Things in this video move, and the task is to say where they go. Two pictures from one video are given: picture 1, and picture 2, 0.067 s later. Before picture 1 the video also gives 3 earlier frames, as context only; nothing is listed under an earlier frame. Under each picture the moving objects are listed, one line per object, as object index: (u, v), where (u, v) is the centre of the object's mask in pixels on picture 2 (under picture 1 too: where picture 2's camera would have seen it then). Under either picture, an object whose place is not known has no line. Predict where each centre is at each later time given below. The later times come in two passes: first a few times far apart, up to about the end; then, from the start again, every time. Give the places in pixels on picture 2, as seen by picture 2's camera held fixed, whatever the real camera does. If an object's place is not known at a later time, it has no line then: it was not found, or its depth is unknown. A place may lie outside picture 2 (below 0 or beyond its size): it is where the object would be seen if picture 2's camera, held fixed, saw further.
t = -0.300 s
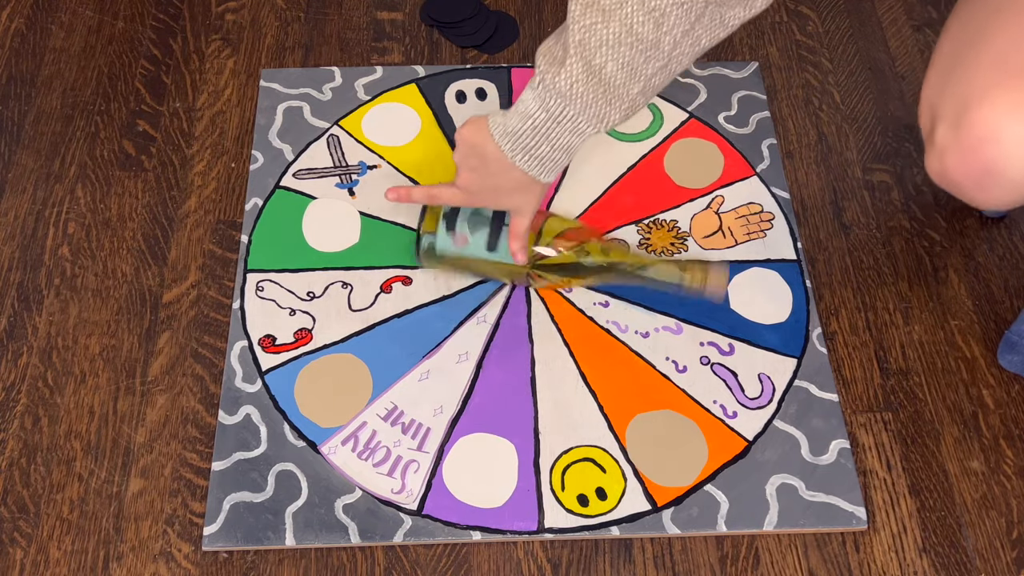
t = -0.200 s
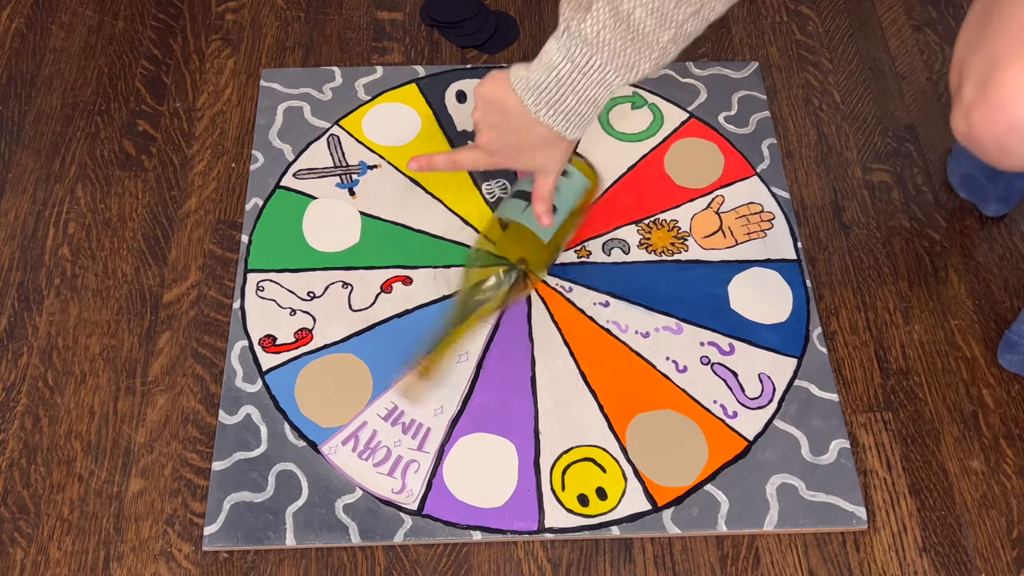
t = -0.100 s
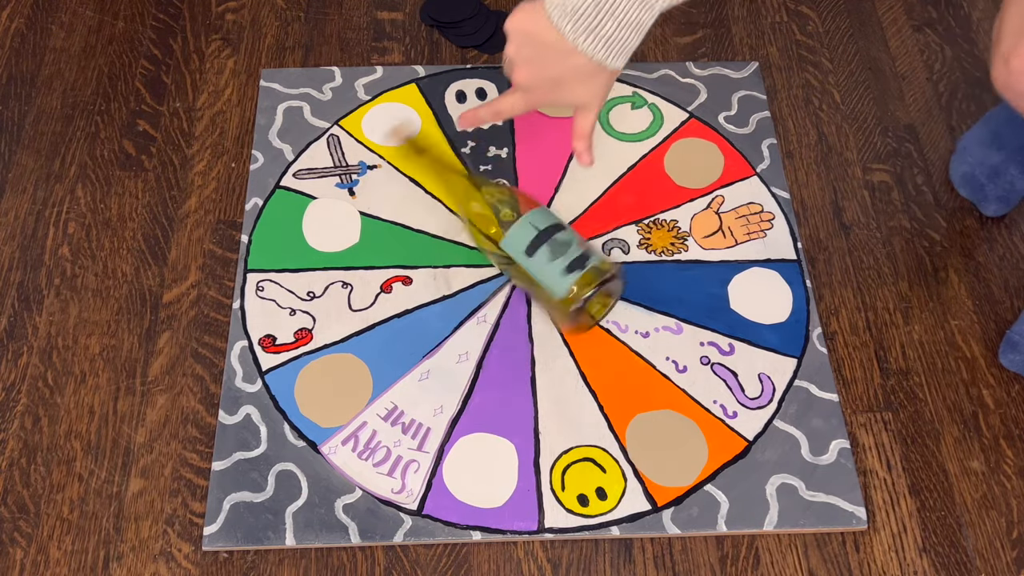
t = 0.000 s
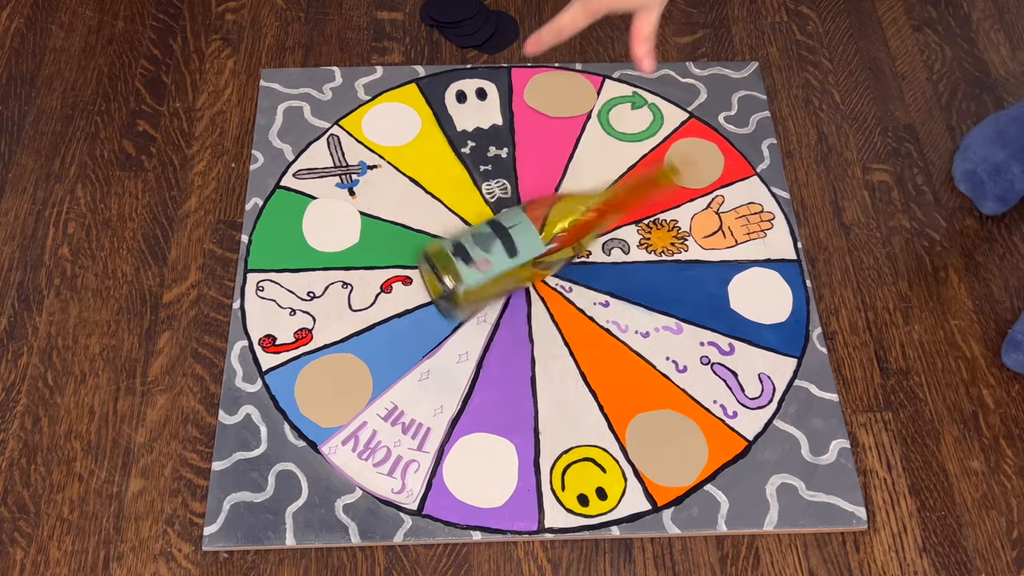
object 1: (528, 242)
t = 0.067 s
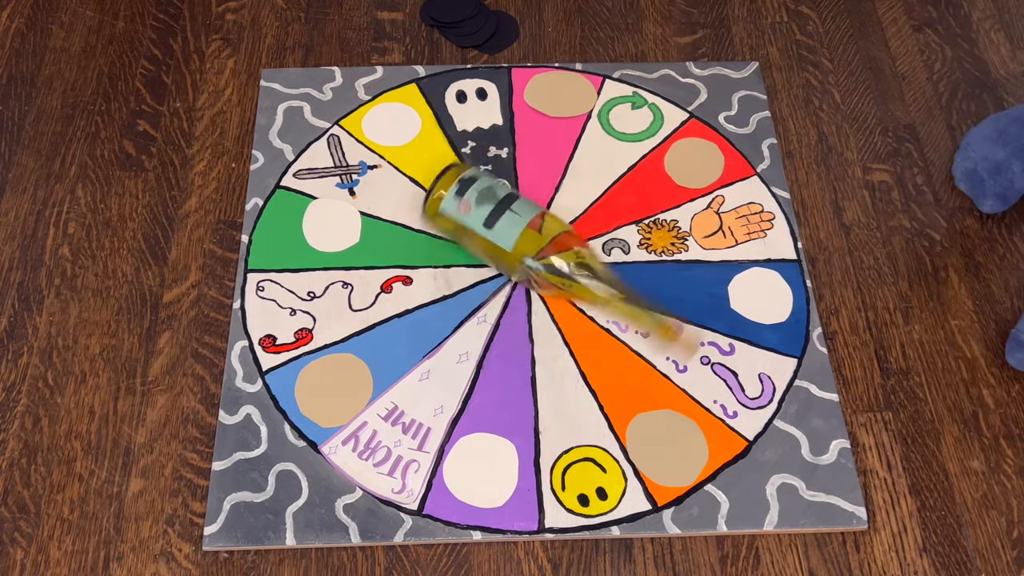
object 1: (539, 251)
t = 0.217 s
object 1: (508, 241)
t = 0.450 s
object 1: (538, 250)
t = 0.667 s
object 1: (521, 239)
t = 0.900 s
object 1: (537, 251)
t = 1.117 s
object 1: (514, 240)
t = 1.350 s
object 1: (537, 241)
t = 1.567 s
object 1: (514, 251)
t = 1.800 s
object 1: (526, 247)
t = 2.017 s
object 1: (540, 251)
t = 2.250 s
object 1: (513, 246)
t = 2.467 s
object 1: (526, 246)
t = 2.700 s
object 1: (538, 244)
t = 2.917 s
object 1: (522, 258)
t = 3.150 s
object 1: (512, 242)
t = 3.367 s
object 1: (527, 244)
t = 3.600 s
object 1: (523, 246)
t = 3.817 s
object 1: (526, 242)
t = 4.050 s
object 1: (527, 242)
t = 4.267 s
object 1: (527, 242)
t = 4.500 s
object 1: (527, 242)
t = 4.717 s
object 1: (527, 242)
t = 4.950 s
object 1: (527, 242)
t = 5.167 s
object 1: (527, 242)
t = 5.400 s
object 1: (527, 241)
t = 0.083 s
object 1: (533, 250)
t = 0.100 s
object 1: (527, 247)
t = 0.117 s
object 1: (523, 250)
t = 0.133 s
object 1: (517, 254)
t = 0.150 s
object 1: (514, 250)
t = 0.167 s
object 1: (508, 251)
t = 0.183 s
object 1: (506, 247)
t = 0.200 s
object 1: (509, 242)
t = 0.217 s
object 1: (508, 241)
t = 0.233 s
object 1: (516, 240)
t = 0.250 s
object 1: (524, 242)
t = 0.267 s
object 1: (525, 244)
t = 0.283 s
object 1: (525, 242)
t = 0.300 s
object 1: (526, 245)
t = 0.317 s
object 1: (526, 252)
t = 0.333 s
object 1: (523, 249)
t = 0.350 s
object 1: (523, 246)
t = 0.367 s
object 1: (527, 241)
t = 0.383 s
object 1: (531, 239)
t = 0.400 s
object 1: (533, 239)
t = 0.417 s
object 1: (538, 242)
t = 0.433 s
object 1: (544, 248)
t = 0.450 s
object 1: (538, 250)
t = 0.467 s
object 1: (532, 248)
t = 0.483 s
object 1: (533, 256)
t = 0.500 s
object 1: (526, 249)
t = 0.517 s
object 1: (523, 257)
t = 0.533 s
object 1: (519, 252)
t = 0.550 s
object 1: (516, 250)
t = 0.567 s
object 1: (512, 252)
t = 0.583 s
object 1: (512, 247)
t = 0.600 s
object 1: (512, 244)
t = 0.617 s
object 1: (510, 243)
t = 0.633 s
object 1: (514, 241)
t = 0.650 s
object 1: (520, 240)
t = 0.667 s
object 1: (521, 239)
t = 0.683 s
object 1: (528, 244)
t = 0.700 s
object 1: (528, 243)
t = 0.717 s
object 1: (528, 244)
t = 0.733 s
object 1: (527, 249)
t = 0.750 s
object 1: (525, 249)
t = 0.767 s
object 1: (525, 247)
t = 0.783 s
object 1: (525, 245)
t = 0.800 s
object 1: (530, 241)
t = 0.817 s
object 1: (528, 241)
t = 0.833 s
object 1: (536, 240)
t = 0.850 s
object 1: (537, 242)
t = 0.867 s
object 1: (541, 246)
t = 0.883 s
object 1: (542, 250)
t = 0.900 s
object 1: (537, 251)
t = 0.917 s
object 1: (531, 250)
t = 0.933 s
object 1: (533, 260)
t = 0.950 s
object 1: (526, 254)
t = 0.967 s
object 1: (522, 255)
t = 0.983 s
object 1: (520, 258)
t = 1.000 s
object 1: (517, 255)
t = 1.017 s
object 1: (515, 252)
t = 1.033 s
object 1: (511, 252)
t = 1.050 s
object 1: (510, 248)
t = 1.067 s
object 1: (511, 245)
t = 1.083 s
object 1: (511, 243)
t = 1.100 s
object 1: (511, 242)
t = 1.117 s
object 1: (514, 240)
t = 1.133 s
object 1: (520, 241)
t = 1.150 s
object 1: (523, 242)
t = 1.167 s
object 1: (525, 243)
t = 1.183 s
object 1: (525, 243)
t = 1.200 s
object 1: (526, 245)
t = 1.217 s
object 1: (526, 245)
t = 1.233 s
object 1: (525, 251)
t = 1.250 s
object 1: (523, 251)
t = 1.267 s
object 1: (523, 247)
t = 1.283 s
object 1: (523, 245)
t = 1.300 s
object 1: (525, 242)
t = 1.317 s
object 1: (525, 242)
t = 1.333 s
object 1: (532, 240)
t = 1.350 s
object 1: (537, 241)
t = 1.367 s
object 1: (538, 243)
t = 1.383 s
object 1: (541, 246)
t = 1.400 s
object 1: (543, 249)
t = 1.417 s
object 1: (539, 249)
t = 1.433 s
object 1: (538, 252)
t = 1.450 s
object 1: (533, 252)
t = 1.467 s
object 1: (533, 257)
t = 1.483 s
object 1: (528, 253)
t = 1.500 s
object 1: (525, 255)
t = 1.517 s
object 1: (522, 257)
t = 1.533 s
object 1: (520, 254)
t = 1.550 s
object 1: (517, 251)
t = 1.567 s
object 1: (514, 251)
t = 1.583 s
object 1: (511, 251)
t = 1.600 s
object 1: (511, 248)
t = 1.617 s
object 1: (513, 245)
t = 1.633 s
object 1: (513, 244)
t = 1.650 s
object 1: (510, 243)
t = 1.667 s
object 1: (513, 241)
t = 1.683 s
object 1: (516, 240)
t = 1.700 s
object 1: (521, 240)
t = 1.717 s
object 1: (523, 240)
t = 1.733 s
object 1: (525, 243)
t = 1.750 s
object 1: (525, 242)
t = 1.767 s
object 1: (525, 242)
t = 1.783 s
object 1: (526, 245)
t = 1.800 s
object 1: (526, 247)
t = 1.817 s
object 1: (525, 248)
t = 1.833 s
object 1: (524, 247)
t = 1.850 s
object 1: (523, 246)
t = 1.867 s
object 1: (524, 245)
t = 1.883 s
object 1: (526, 243)
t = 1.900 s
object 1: (529, 240)
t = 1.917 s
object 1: (527, 242)
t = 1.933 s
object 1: (533, 240)
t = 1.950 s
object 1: (538, 241)
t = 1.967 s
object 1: (538, 243)
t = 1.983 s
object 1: (539, 246)
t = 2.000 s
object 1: (541, 250)
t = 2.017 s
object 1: (540, 251)
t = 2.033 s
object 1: (537, 251)
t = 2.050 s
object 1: (533, 251)
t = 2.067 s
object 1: (534, 257)
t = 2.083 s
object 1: (531, 257)
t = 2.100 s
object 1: (529, 256)
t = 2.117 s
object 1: (526, 256)
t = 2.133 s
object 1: (524, 259)
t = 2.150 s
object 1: (520, 259)
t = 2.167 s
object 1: (519, 255)
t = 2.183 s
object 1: (517, 252)
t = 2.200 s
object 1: (515, 252)
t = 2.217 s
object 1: (513, 251)
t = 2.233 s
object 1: (512, 248)
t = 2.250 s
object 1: (513, 246)
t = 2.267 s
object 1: (512, 244)
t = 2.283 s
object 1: (512, 243)
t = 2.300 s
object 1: (511, 243)
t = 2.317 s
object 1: (514, 241)
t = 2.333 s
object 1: (518, 240)
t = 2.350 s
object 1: (519, 240)
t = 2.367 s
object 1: (522, 240)
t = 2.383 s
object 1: (521, 240)
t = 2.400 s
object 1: (525, 242)
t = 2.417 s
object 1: (526, 243)
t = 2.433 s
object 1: (525, 243)
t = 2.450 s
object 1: (527, 245)
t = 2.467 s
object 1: (526, 246)
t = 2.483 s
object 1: (526, 245)
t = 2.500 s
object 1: (525, 246)
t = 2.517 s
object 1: (524, 247)
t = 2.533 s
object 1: (524, 246)
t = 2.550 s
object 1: (523, 245)
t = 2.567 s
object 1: (524, 244)
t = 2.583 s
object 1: (526, 242)
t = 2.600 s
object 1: (528, 240)
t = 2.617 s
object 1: (530, 240)
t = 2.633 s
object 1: (533, 240)
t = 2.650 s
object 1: (535, 241)
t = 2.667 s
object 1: (538, 242)
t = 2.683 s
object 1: (537, 243)
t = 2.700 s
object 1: (538, 244)
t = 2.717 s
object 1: (540, 246)
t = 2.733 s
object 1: (541, 248)
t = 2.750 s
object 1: (539, 248)
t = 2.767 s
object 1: (538, 249)
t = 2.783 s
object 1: (536, 250)
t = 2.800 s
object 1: (533, 250)
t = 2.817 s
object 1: (534, 255)
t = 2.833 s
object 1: (533, 258)
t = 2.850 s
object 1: (530, 255)
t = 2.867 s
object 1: (528, 256)
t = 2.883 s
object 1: (526, 257)
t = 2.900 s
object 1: (524, 258)
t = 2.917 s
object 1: (522, 258)
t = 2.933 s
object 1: (520, 258)
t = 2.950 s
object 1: (519, 256)
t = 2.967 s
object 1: (519, 252)
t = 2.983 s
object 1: (517, 253)
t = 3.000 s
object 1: (515, 252)
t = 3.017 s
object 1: (513, 252)
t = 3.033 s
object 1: (513, 250)
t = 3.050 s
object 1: (512, 249)
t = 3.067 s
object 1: (512, 247)
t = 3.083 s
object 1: (513, 246)
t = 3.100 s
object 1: (512, 245)
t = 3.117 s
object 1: (513, 244)
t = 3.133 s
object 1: (512, 243)
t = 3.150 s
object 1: (512, 242)
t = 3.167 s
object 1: (514, 241)
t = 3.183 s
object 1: (514, 241)
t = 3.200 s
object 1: (517, 240)
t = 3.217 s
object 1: (519, 240)
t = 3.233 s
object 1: (520, 240)
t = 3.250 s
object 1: (522, 240)
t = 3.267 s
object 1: (523, 240)
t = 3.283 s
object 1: (523, 241)
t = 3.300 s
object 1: (524, 242)
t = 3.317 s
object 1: (526, 243)
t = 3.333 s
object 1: (526, 243)
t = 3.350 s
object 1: (526, 243)
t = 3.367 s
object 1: (527, 244)
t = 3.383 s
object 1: (526, 244)
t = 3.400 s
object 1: (527, 246)
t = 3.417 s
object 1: (526, 246)
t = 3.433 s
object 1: (526, 247)
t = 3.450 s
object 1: (526, 247)
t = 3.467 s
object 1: (526, 247)
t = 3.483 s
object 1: (525, 247)
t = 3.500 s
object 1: (525, 247)
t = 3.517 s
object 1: (525, 248)
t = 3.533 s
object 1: (524, 247)
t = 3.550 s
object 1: (524, 247)
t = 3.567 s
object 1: (524, 246)
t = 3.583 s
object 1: (524, 246)
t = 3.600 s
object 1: (523, 246)
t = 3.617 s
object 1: (523, 246)
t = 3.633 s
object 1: (524, 245)
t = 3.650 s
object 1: (523, 245)
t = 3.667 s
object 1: (524, 244)
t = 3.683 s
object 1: (523, 244)
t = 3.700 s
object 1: (524, 244)
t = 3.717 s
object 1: (524, 244)
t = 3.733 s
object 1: (524, 243)
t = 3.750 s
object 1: (525, 243)
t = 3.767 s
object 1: (525, 243)
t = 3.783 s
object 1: (526, 242)
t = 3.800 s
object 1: (525, 243)
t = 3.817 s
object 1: (526, 242)
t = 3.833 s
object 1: (527, 242)
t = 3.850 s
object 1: (527, 242)
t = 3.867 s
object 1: (527, 242)
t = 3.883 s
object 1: (527, 242)
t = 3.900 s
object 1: (527, 242)
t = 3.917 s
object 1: (527, 242)
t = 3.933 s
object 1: (527, 242)
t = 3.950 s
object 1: (527, 242)
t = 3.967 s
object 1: (527, 242)
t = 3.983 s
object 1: (527, 242)
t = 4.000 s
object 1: (527, 242)
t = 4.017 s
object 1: (527, 241)
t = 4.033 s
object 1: (527, 241)
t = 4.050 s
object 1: (527, 242)
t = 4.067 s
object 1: (527, 241)
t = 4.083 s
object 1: (527, 242)
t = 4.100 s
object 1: (527, 242)
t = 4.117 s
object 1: (527, 242)
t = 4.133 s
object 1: (527, 242)
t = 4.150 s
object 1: (527, 242)
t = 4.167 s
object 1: (527, 242)
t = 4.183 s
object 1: (527, 242)
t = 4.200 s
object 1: (527, 242)
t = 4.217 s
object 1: (527, 242)
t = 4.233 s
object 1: (527, 242)
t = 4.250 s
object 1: (527, 241)
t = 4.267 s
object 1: (527, 242)
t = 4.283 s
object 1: (527, 241)
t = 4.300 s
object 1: (527, 242)
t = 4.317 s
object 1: (527, 242)
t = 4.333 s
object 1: (527, 242)
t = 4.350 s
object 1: (527, 242)
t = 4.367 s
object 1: (527, 242)
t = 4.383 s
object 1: (527, 242)
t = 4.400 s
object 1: (527, 242)
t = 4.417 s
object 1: (527, 242)
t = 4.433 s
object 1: (527, 242)
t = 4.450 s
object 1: (526, 242)
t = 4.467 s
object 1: (527, 242)
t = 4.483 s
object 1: (527, 242)
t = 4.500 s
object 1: (527, 242)
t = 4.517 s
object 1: (527, 242)
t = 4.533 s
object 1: (527, 242)
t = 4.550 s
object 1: (527, 242)
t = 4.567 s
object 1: (527, 242)
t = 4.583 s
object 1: (527, 242)
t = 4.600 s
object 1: (527, 242)
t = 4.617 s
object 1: (527, 242)
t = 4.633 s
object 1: (527, 242)
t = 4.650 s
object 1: (527, 242)
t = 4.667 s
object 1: (527, 242)
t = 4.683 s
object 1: (527, 242)
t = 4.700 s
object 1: (527, 242)
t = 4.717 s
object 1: (527, 242)
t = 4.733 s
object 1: (527, 242)
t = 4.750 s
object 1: (527, 242)
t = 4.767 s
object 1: (527, 242)
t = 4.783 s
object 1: (527, 242)
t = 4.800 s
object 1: (527, 242)
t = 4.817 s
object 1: (527, 242)
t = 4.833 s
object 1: (527, 242)
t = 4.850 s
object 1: (527, 242)
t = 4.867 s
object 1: (527, 242)
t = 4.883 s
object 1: (527, 242)
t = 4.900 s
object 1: (527, 242)
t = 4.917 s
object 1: (527, 242)
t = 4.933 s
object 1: (527, 242)
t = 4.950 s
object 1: (527, 242)
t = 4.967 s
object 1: (527, 242)
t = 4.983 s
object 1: (527, 242)
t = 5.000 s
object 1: (527, 242)
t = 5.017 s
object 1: (527, 242)
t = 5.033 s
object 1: (527, 242)
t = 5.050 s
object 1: (527, 242)
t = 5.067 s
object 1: (527, 242)
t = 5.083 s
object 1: (527, 242)
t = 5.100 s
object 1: (527, 242)
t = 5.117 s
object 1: (527, 241)
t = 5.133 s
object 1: (527, 242)
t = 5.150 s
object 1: (527, 242)
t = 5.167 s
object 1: (527, 242)
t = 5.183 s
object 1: (527, 242)
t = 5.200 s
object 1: (527, 242)
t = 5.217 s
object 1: (527, 242)
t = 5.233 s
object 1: (527, 242)
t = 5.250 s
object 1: (527, 242)
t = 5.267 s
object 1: (527, 242)
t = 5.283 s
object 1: (527, 241)
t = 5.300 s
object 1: (527, 242)
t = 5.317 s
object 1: (527, 242)
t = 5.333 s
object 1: (527, 241)
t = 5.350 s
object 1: (527, 242)
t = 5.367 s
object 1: (527, 241)
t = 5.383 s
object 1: (527, 242)
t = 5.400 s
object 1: (527, 241)
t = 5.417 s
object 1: (527, 241)
